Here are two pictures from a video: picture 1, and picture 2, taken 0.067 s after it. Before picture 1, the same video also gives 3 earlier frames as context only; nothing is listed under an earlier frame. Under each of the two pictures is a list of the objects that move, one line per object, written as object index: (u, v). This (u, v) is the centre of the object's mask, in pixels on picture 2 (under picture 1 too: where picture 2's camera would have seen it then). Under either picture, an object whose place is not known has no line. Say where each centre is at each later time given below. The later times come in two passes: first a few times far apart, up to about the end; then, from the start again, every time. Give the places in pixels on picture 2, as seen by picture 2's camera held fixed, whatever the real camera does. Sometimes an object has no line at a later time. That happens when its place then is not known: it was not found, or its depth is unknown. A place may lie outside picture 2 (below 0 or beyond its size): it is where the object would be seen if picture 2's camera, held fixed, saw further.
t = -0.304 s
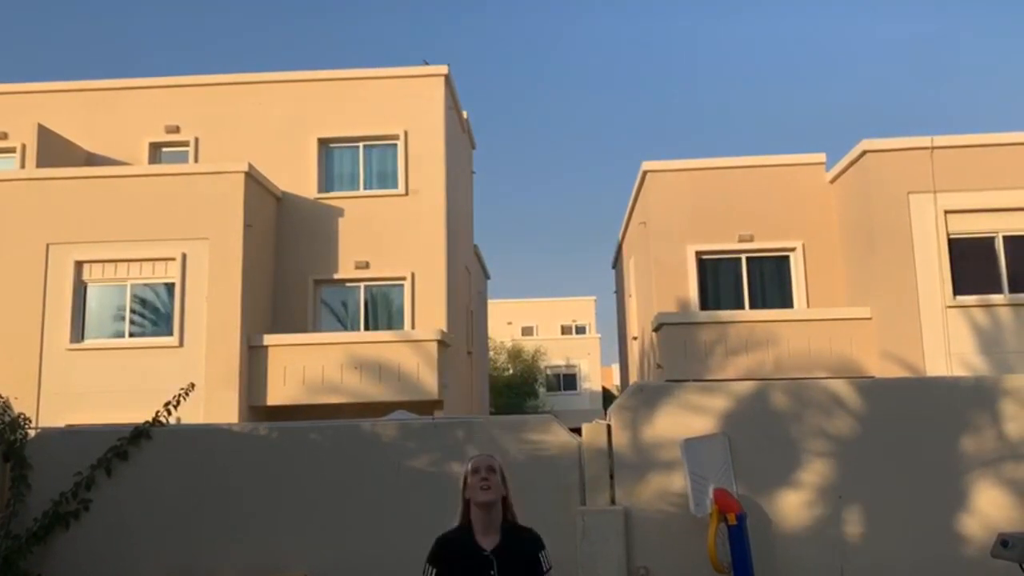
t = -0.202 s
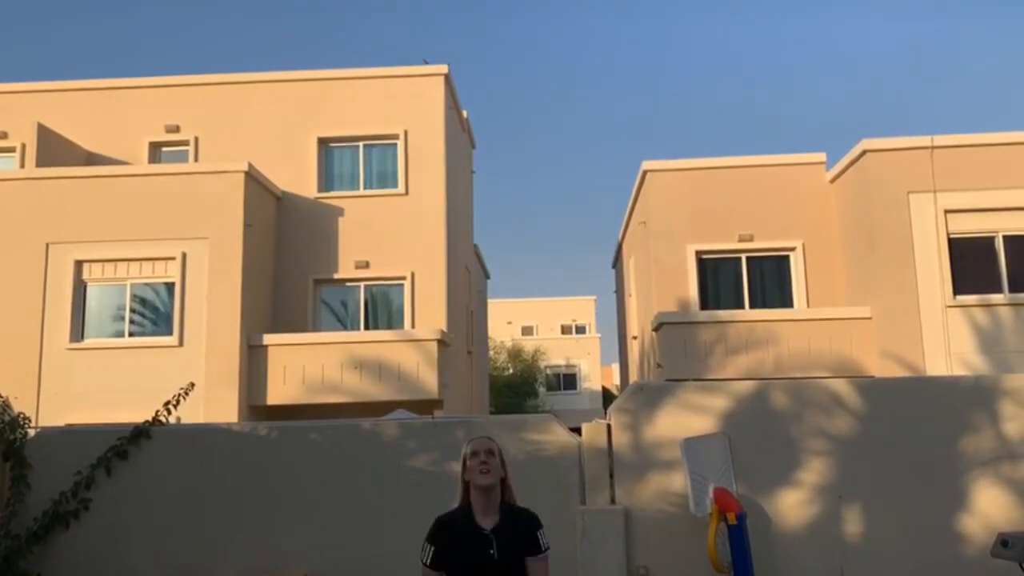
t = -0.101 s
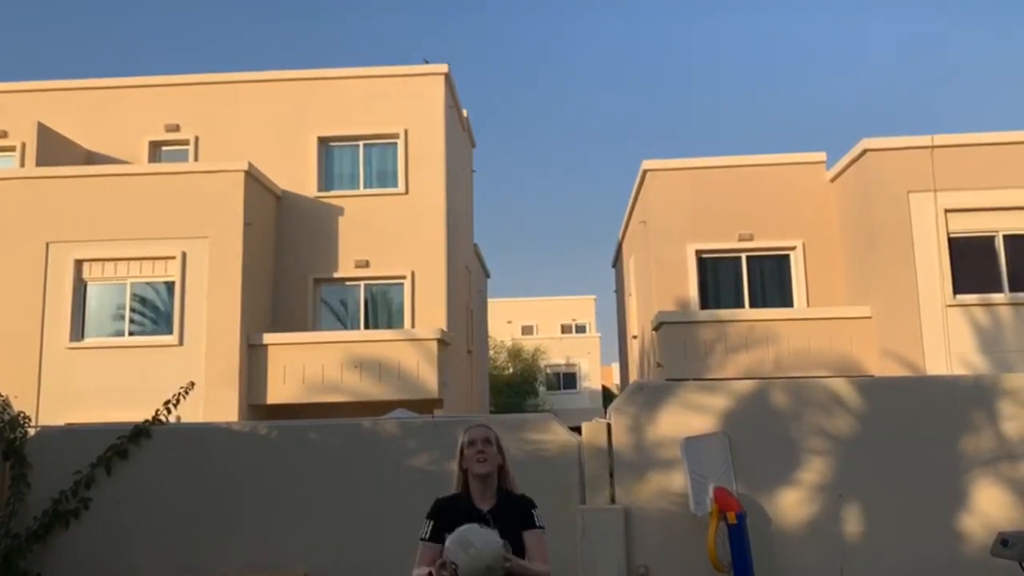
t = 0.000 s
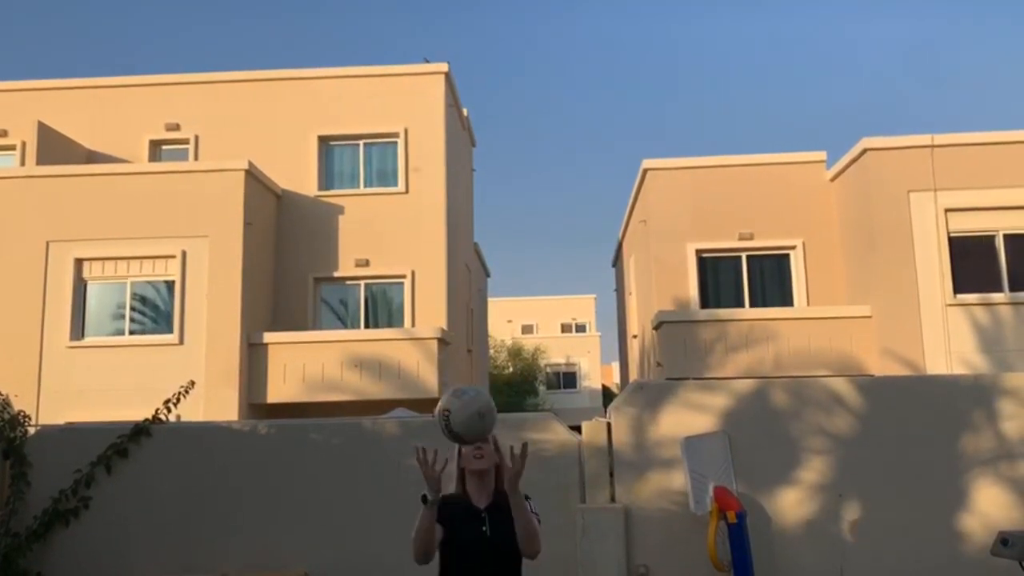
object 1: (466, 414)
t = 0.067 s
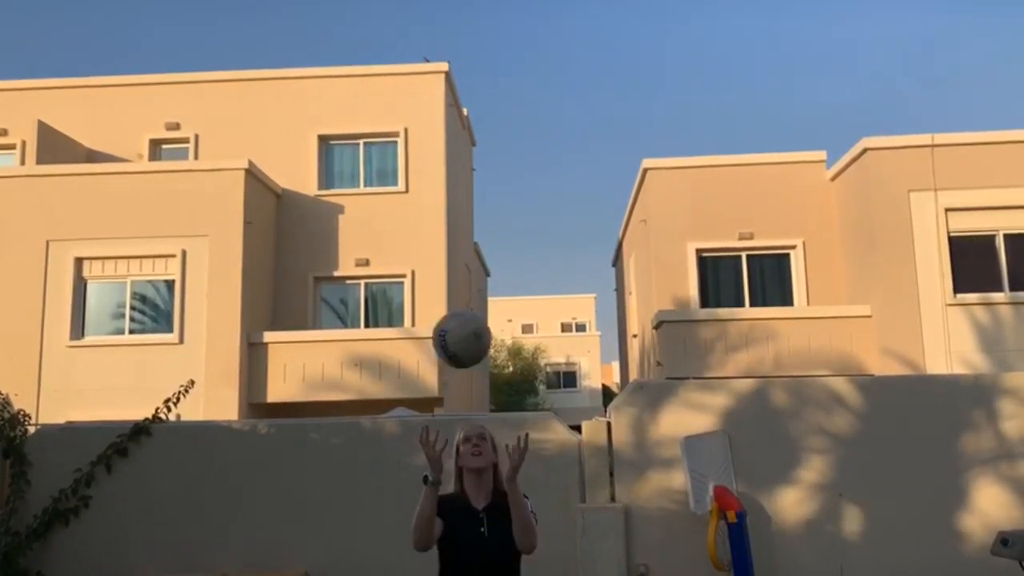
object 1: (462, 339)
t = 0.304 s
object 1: (447, 185)
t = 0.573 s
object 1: (433, 194)
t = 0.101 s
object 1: (459, 307)
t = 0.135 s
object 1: (457, 279)
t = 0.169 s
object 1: (455, 254)
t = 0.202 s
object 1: (453, 232)
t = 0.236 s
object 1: (451, 214)
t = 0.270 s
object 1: (449, 198)
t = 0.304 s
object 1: (447, 185)
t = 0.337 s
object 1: (444, 176)
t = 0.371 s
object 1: (443, 170)
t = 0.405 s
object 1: (441, 167)
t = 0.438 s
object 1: (439, 166)
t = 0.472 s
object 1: (437, 169)
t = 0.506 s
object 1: (436, 174)
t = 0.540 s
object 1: (434, 183)
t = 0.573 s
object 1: (433, 194)
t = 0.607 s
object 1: (431, 208)
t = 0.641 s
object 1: (429, 226)
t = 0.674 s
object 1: (428, 246)
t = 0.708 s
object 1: (426, 270)
